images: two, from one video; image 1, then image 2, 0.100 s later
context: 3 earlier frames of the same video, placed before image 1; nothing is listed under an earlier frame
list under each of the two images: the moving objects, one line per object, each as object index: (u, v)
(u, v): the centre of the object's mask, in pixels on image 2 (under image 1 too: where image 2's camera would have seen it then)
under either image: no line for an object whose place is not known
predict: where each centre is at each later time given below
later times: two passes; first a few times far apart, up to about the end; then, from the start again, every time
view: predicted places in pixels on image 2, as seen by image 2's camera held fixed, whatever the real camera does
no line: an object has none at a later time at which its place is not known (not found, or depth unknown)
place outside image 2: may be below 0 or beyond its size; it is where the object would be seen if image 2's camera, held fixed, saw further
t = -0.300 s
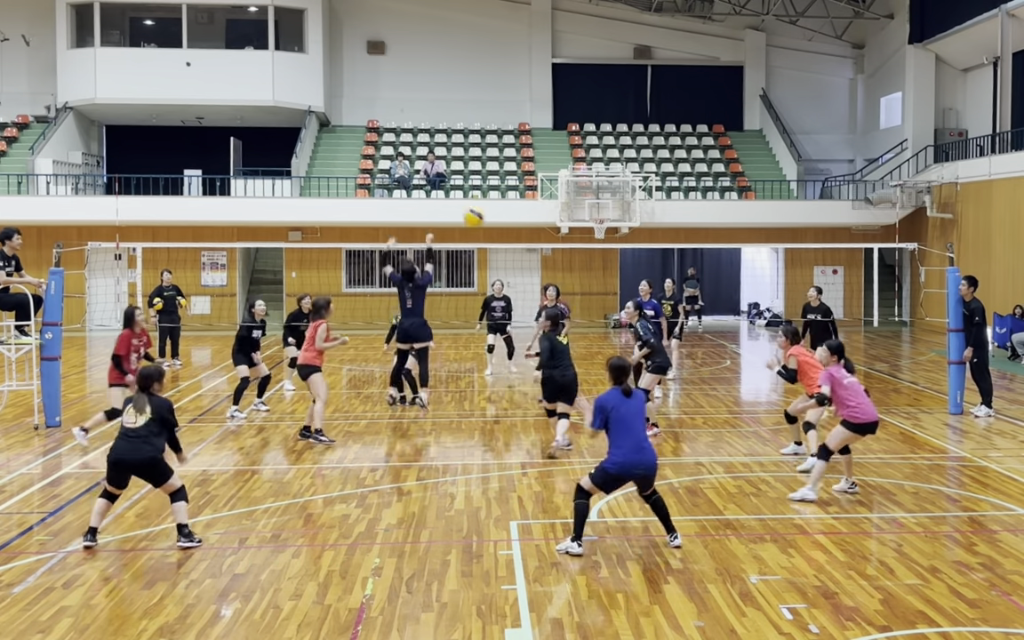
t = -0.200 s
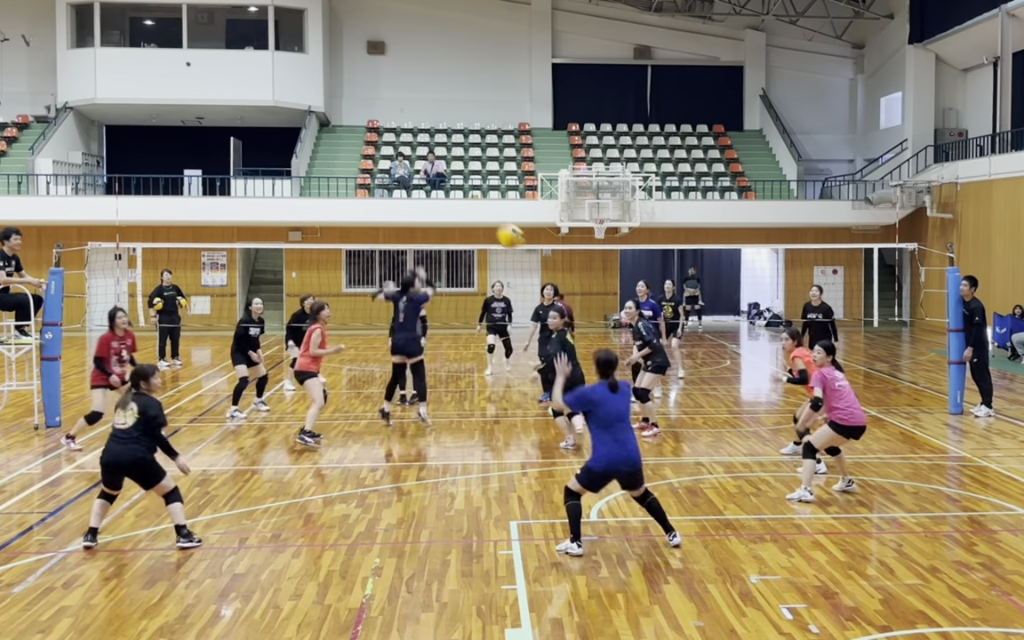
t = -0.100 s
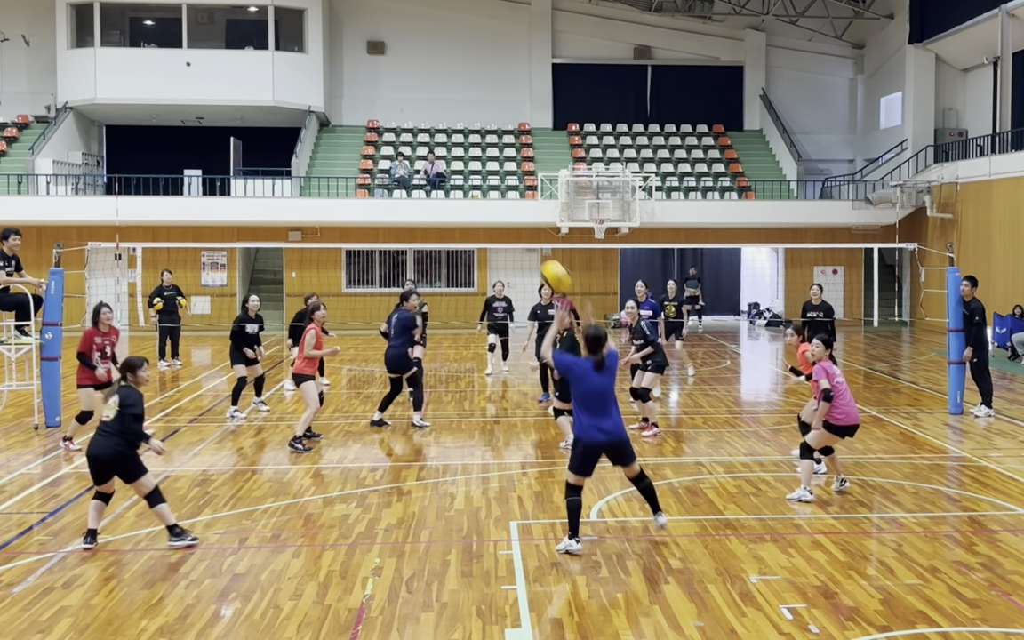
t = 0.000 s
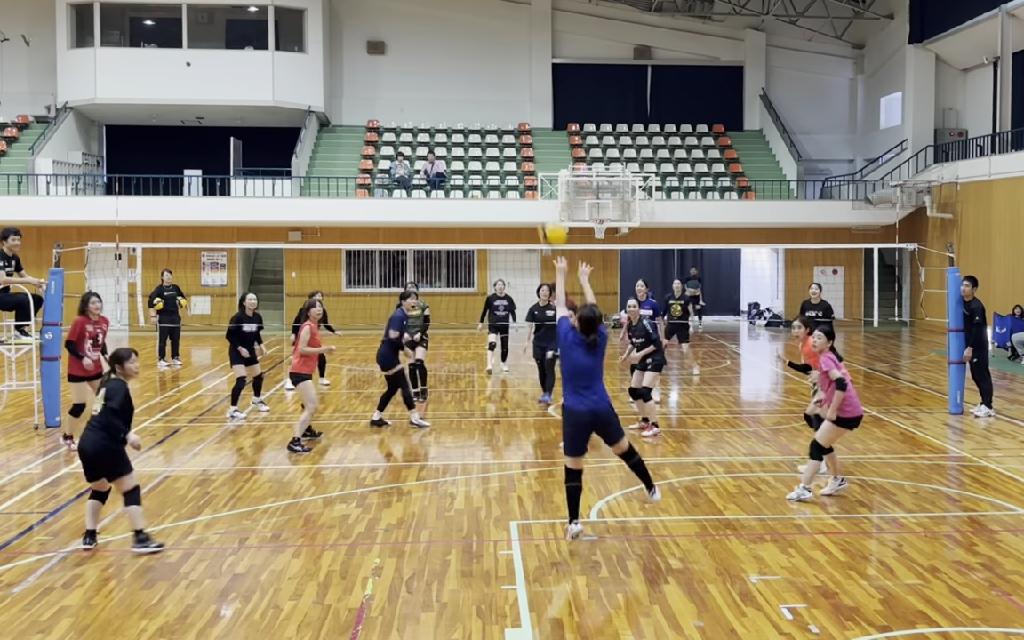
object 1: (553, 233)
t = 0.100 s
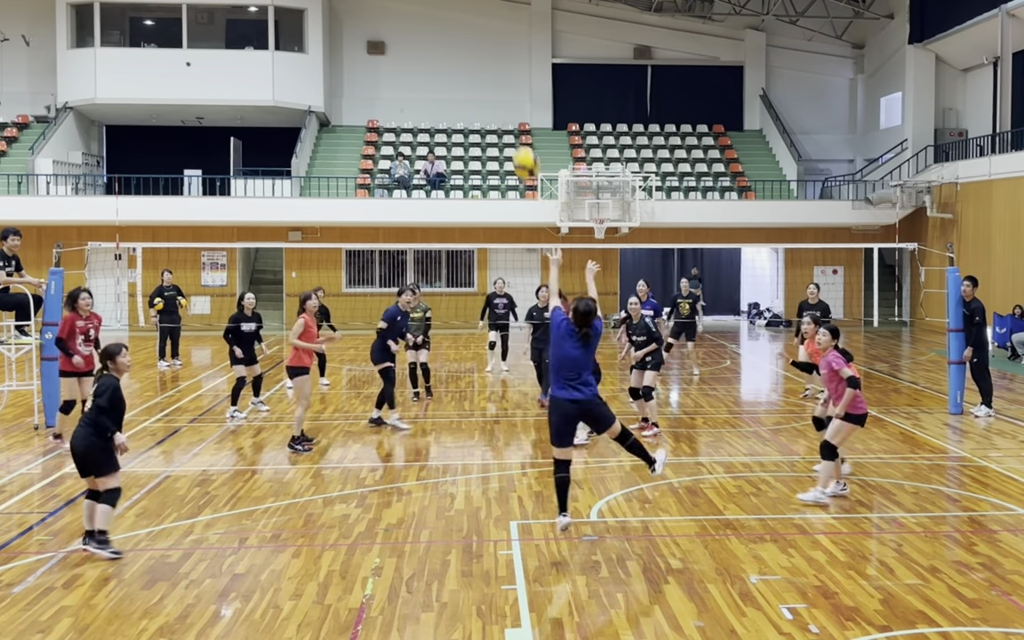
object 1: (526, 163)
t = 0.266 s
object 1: (483, 83)
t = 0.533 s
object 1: (423, 38)
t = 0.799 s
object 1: (371, 73)
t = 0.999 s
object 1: (335, 146)
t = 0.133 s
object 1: (517, 144)
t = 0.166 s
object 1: (508, 125)
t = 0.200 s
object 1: (499, 109)
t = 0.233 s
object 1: (491, 96)
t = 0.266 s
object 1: (483, 83)
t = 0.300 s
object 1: (475, 72)
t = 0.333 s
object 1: (467, 63)
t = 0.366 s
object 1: (460, 56)
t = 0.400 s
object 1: (452, 49)
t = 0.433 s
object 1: (444, 44)
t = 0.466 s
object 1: (437, 41)
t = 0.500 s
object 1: (430, 39)
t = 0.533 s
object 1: (423, 38)
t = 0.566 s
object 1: (416, 38)
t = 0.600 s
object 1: (409, 40)
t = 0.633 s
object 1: (402, 42)
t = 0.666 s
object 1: (395, 46)
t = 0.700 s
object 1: (389, 51)
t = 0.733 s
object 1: (383, 58)
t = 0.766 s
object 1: (377, 65)
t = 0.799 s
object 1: (371, 73)
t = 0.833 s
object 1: (364, 83)
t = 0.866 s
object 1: (358, 93)
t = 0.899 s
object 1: (353, 105)
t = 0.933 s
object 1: (347, 117)
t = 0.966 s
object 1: (341, 132)
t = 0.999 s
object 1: (335, 146)
